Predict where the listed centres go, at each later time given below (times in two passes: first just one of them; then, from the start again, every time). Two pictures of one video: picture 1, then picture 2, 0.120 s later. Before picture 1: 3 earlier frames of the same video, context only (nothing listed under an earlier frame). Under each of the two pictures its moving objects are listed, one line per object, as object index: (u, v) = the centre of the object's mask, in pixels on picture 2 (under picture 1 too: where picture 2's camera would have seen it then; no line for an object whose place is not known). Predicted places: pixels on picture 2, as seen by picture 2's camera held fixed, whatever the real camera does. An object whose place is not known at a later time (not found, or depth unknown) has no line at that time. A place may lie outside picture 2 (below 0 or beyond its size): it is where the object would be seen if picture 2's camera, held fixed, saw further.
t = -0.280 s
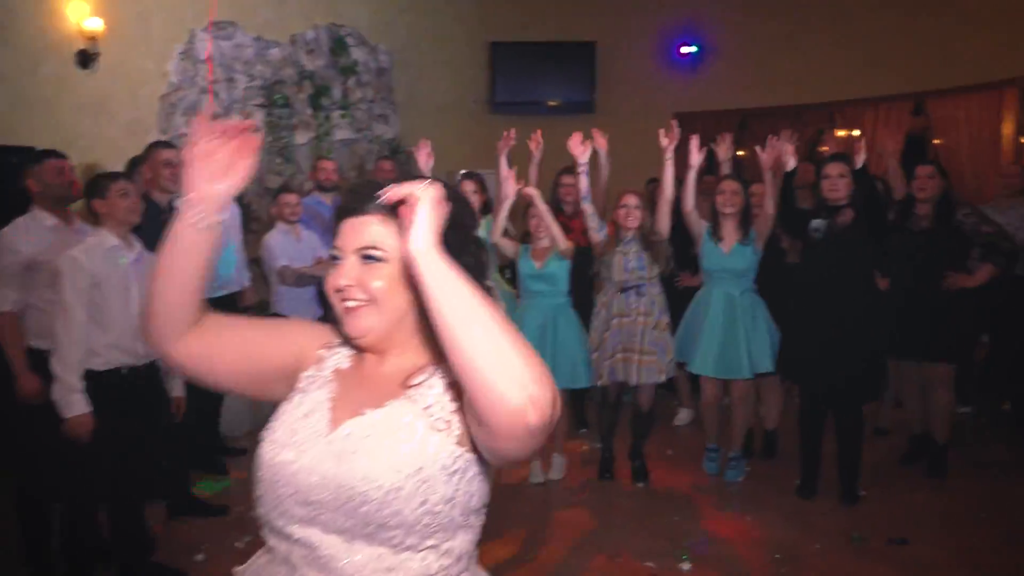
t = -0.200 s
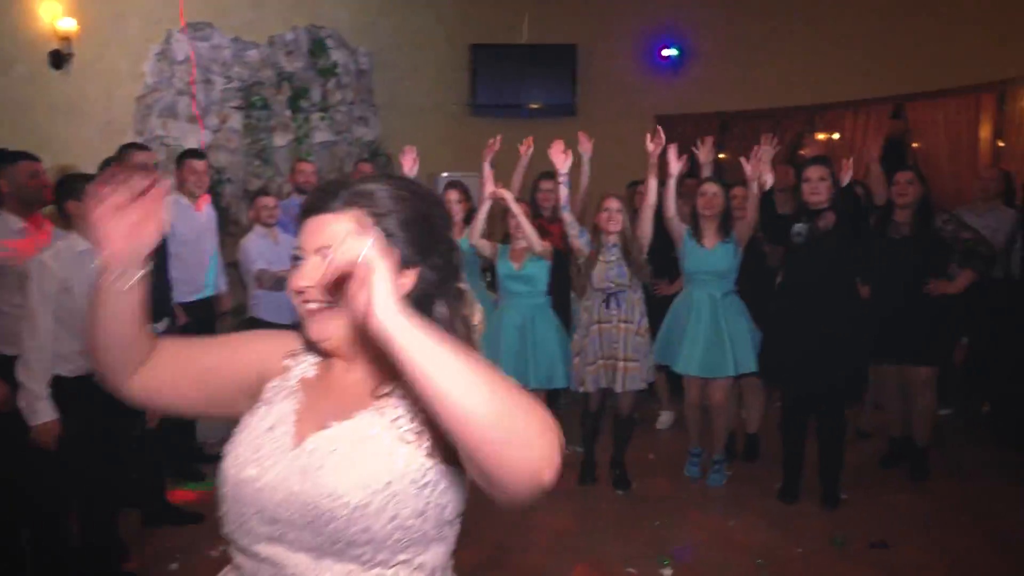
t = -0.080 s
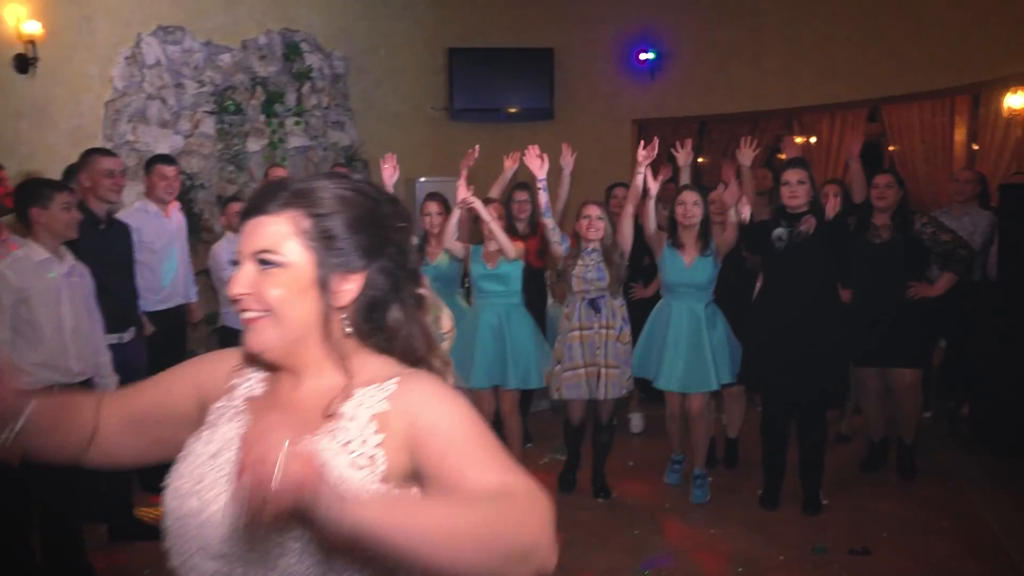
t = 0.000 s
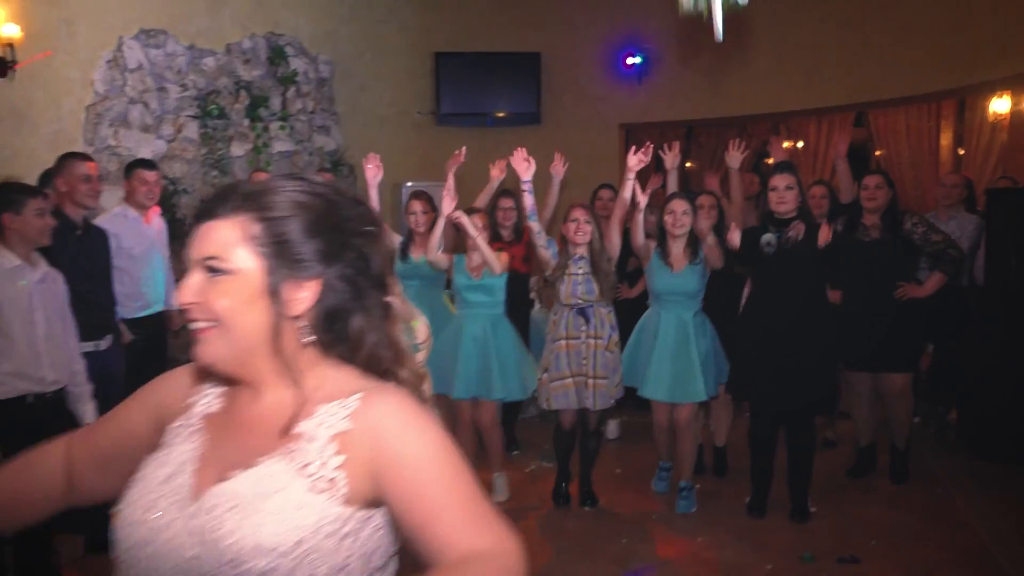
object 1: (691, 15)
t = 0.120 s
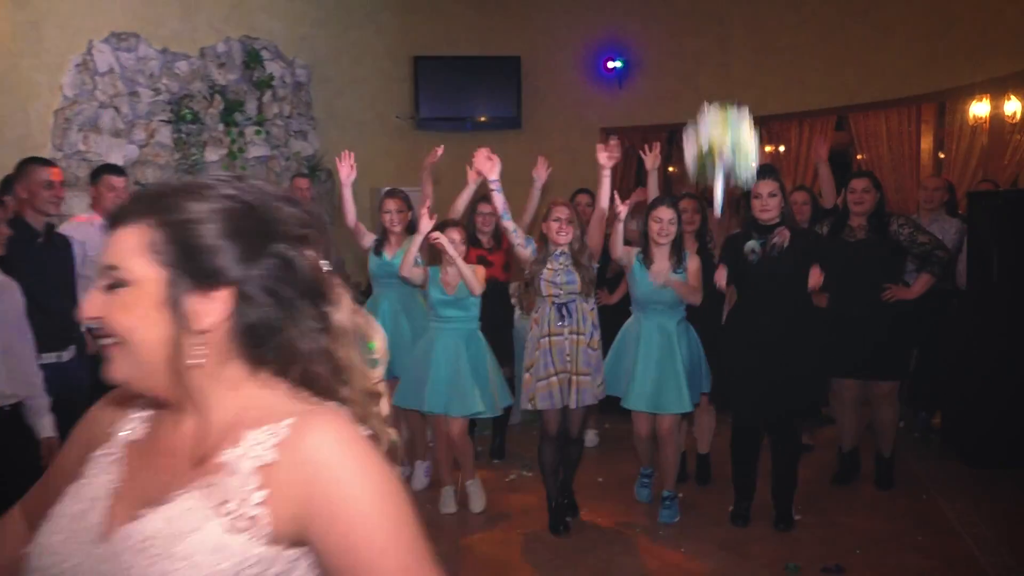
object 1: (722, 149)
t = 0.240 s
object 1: (746, 340)
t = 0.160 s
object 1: (730, 214)
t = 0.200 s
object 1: (738, 276)
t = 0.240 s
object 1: (746, 340)
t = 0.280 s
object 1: (753, 403)
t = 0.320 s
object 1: (759, 466)
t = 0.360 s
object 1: (764, 527)
